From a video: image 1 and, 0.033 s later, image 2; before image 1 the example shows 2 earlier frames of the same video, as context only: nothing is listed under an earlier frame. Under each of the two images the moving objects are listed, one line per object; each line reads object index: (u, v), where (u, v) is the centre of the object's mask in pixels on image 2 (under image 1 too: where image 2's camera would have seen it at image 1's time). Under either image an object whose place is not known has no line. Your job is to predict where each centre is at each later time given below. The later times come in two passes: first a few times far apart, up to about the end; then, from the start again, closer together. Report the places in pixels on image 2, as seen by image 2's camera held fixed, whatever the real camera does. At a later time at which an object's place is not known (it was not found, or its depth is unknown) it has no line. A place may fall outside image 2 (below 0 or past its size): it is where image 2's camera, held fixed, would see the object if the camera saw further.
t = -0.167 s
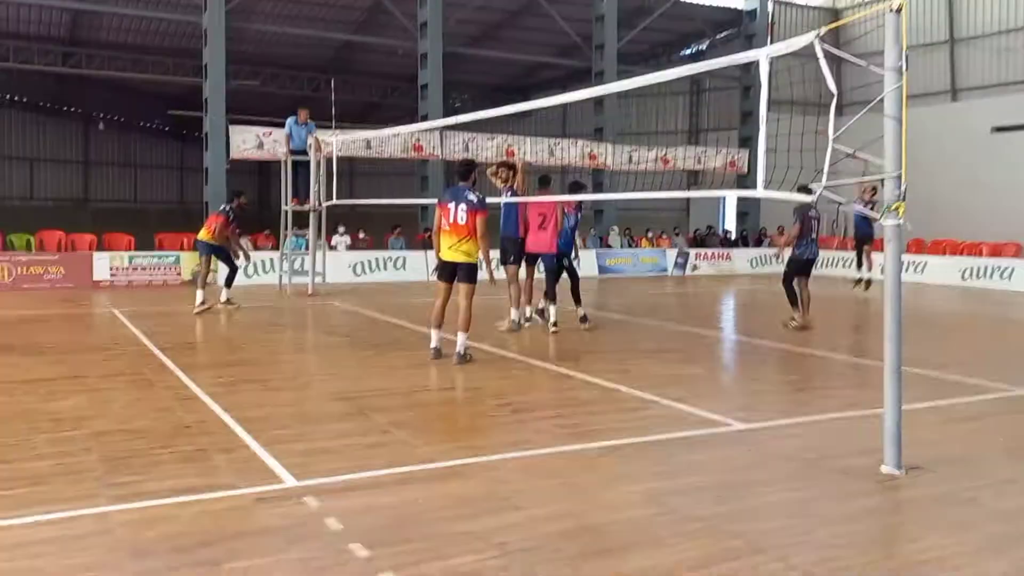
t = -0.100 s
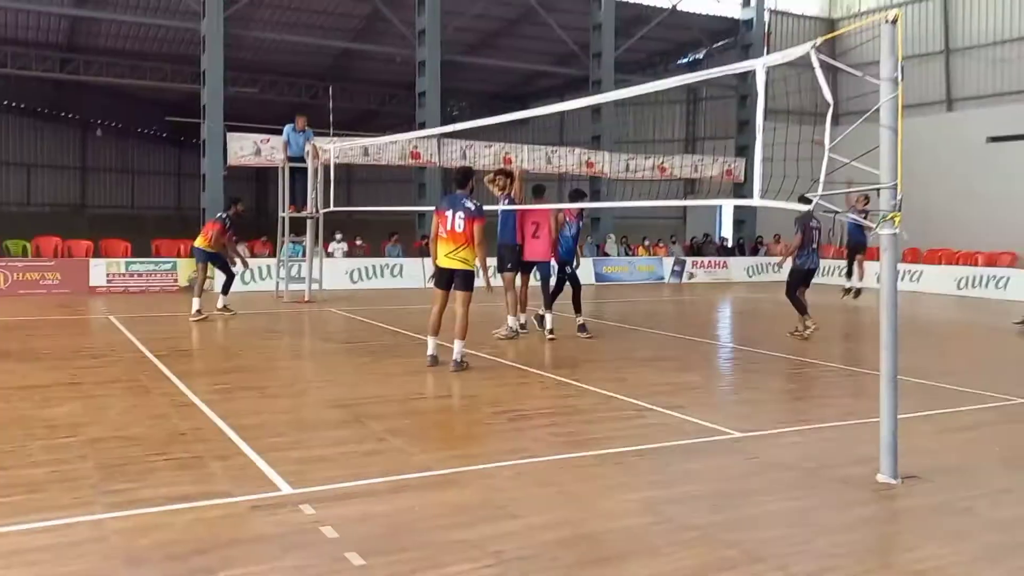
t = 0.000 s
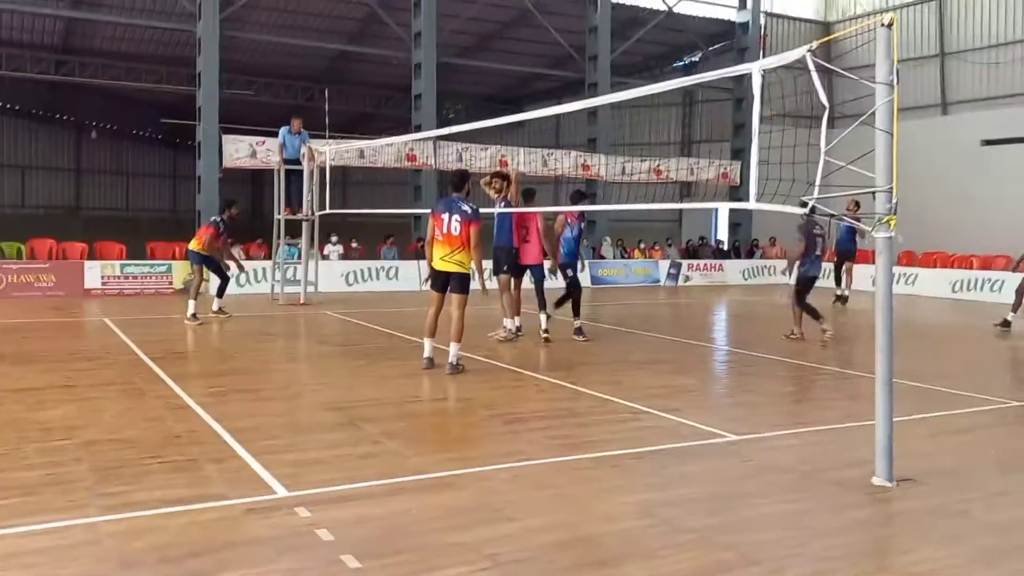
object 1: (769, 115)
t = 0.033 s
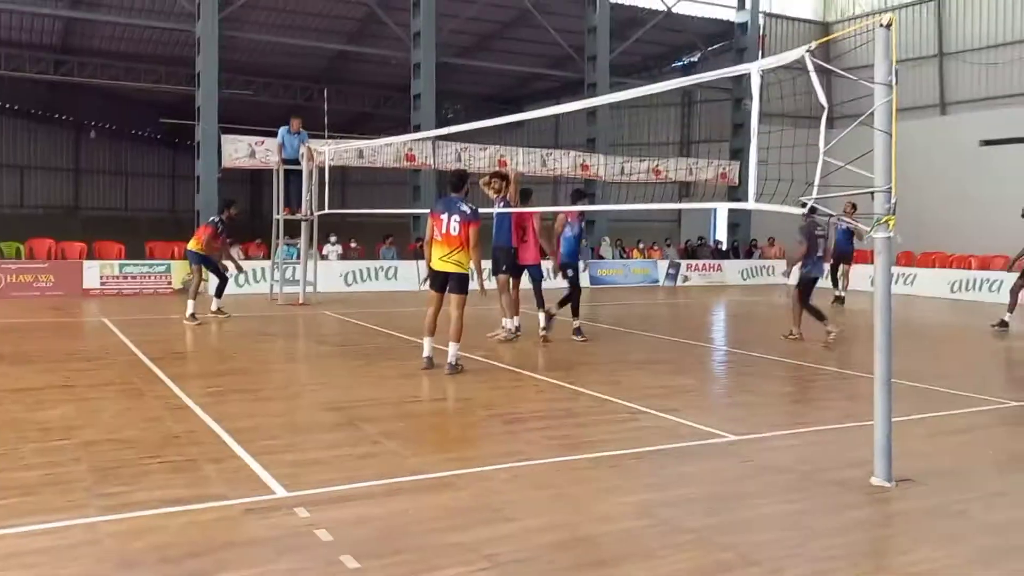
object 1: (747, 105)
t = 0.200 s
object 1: (666, 68)
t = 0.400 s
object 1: (551, 45)
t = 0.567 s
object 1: (448, 48)
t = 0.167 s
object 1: (684, 72)
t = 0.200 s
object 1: (666, 68)
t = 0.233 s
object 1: (648, 63)
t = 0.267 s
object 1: (629, 58)
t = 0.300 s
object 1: (610, 55)
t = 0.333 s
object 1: (589, 51)
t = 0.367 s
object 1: (572, 47)
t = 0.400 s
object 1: (551, 45)
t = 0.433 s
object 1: (531, 44)
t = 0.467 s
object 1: (510, 44)
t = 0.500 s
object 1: (489, 44)
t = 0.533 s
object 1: (470, 46)
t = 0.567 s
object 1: (448, 48)
